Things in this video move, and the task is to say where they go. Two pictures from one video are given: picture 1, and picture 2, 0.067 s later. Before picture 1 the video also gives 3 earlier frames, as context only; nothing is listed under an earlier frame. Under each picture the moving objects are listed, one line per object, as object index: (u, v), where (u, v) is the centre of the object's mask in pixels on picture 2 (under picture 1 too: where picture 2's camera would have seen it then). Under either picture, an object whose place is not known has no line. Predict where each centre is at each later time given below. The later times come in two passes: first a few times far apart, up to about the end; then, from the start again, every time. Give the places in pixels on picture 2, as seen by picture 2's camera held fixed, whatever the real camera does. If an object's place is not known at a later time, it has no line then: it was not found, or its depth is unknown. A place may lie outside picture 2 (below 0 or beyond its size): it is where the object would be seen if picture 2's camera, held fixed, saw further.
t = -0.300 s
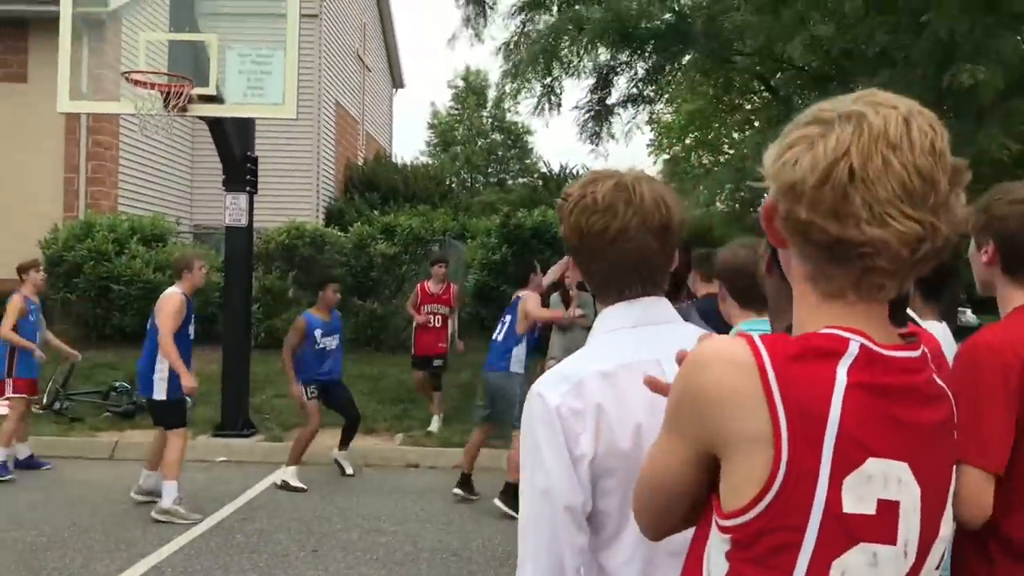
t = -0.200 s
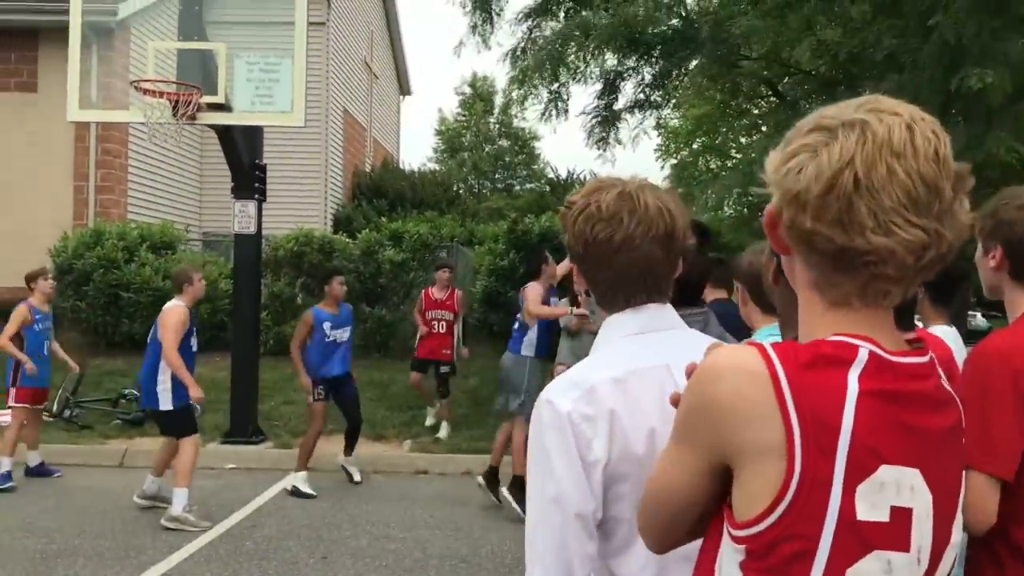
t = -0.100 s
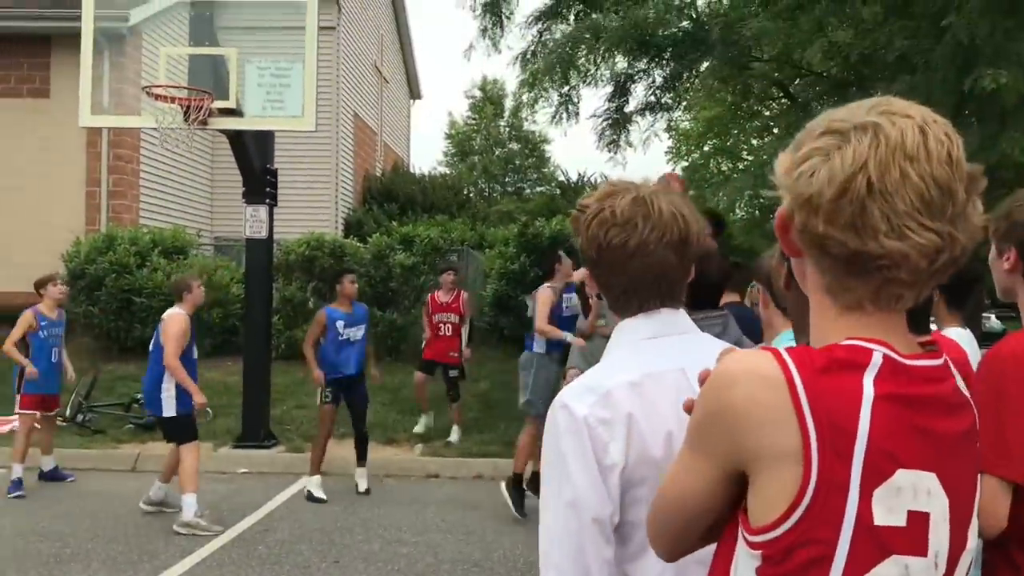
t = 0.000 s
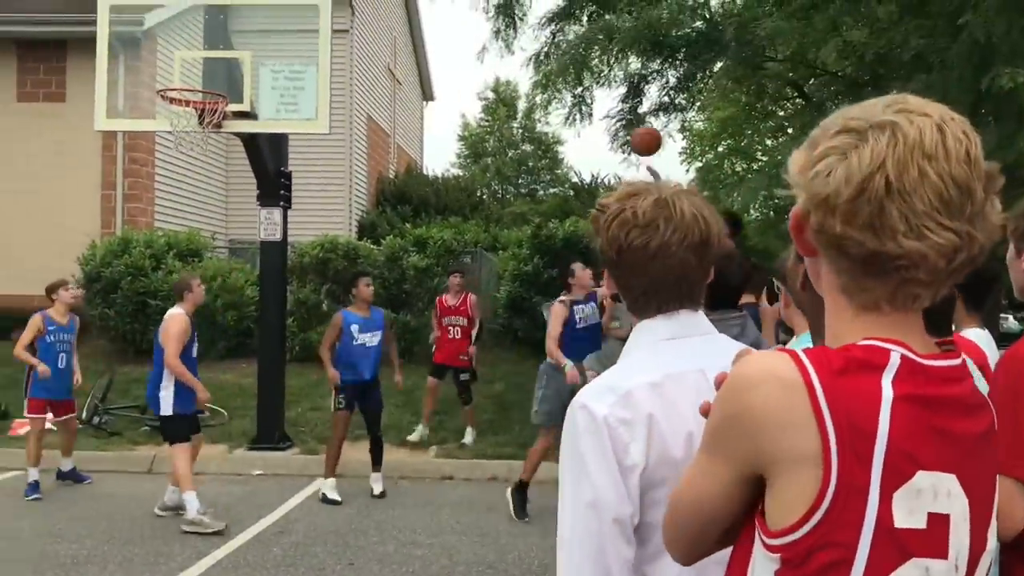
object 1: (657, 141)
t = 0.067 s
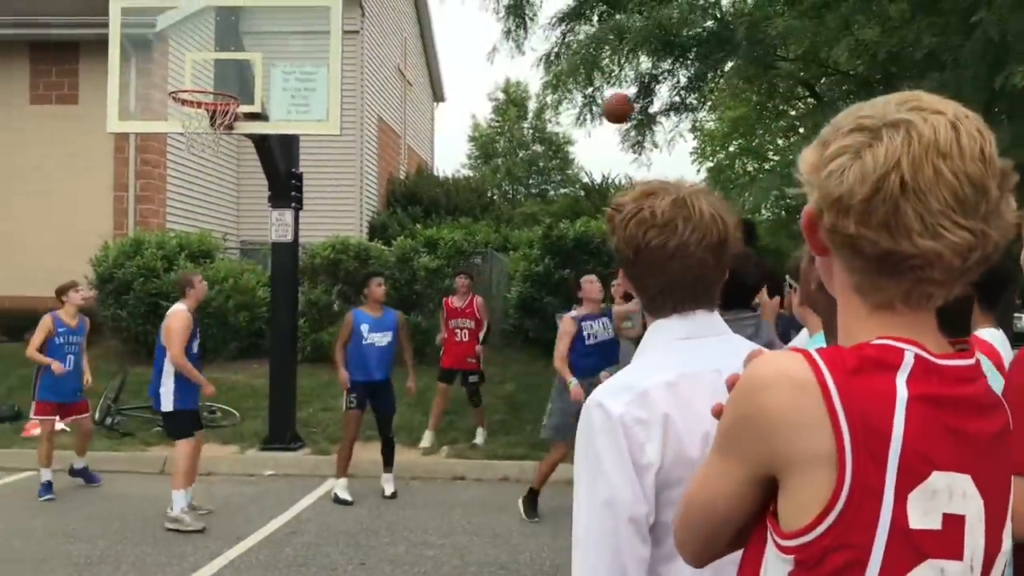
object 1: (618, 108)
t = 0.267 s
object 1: (501, 41)
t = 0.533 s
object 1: (341, 32)
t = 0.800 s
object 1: (189, 113)
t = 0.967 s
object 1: (188, 186)
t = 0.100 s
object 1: (598, 93)
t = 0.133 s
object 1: (578, 80)
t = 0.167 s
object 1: (559, 68)
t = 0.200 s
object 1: (540, 58)
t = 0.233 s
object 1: (520, 49)
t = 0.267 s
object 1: (501, 41)
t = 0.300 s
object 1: (481, 35)
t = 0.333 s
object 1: (461, 30)
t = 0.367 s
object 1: (441, 27)
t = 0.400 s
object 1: (421, 25)
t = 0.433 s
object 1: (401, 24)
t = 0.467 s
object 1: (381, 26)
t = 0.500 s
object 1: (361, 27)
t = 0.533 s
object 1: (341, 32)
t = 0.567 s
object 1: (321, 37)
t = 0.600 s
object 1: (301, 43)
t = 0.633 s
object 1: (280, 52)
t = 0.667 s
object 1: (260, 62)
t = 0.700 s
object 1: (240, 73)
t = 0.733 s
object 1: (220, 83)
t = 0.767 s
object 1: (199, 99)
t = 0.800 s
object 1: (189, 113)
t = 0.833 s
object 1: (188, 126)
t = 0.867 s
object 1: (187, 141)
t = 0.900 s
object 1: (188, 154)
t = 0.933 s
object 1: (188, 170)
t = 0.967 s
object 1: (188, 186)
